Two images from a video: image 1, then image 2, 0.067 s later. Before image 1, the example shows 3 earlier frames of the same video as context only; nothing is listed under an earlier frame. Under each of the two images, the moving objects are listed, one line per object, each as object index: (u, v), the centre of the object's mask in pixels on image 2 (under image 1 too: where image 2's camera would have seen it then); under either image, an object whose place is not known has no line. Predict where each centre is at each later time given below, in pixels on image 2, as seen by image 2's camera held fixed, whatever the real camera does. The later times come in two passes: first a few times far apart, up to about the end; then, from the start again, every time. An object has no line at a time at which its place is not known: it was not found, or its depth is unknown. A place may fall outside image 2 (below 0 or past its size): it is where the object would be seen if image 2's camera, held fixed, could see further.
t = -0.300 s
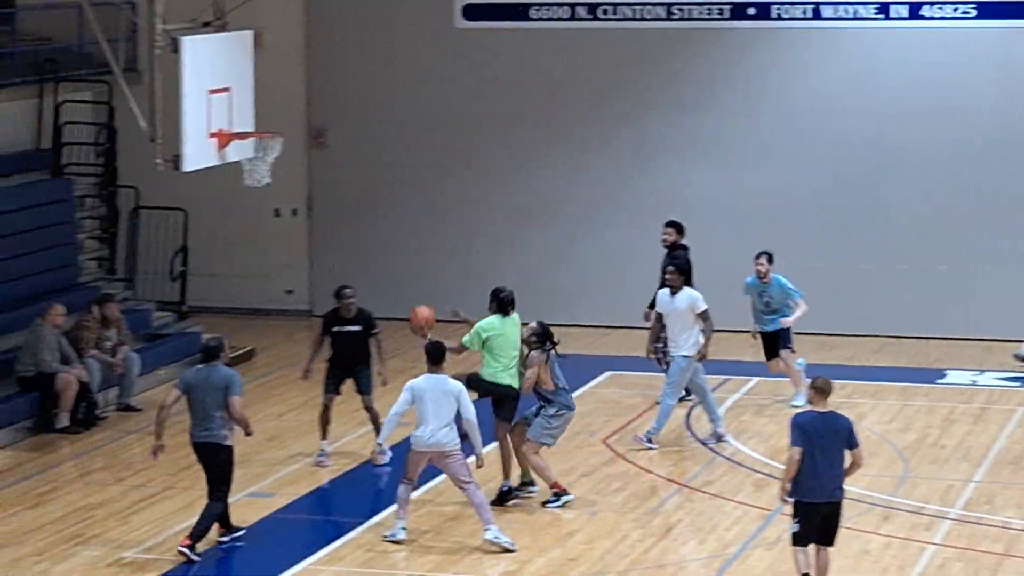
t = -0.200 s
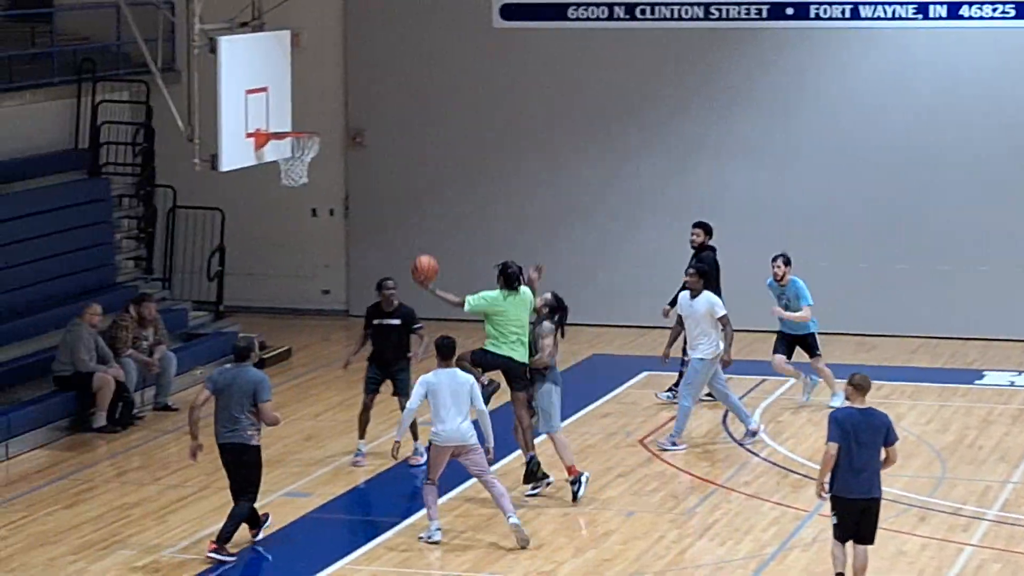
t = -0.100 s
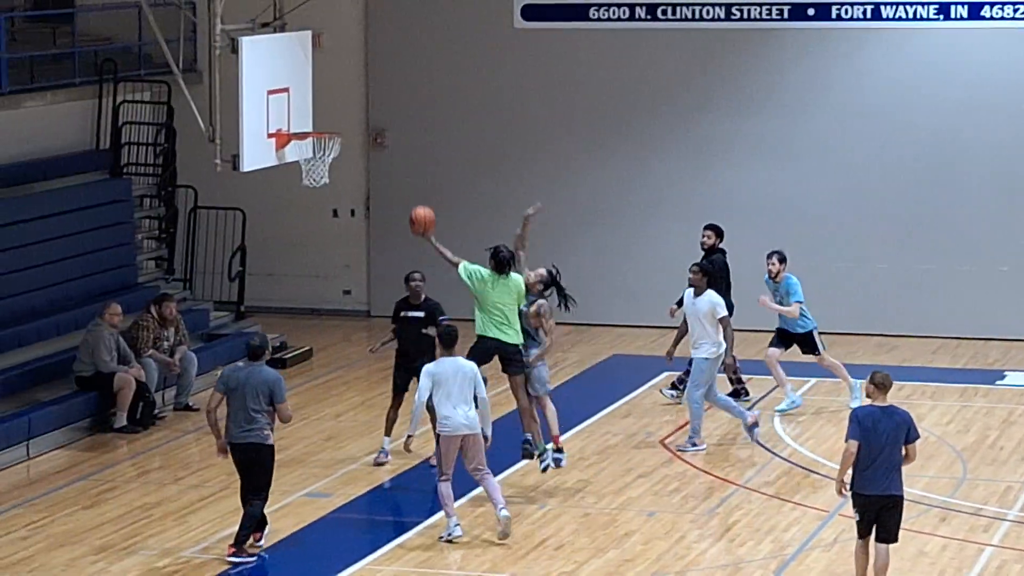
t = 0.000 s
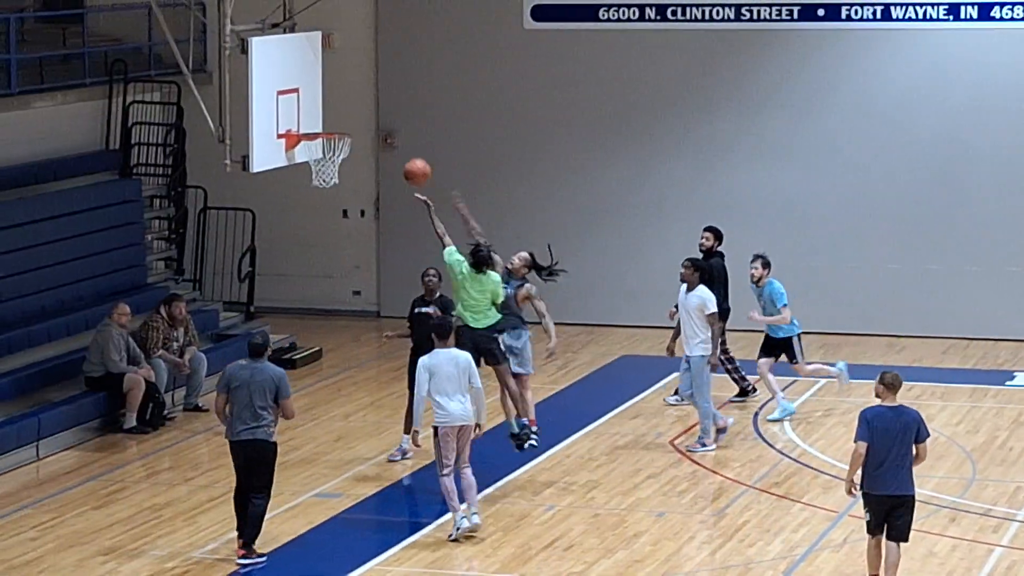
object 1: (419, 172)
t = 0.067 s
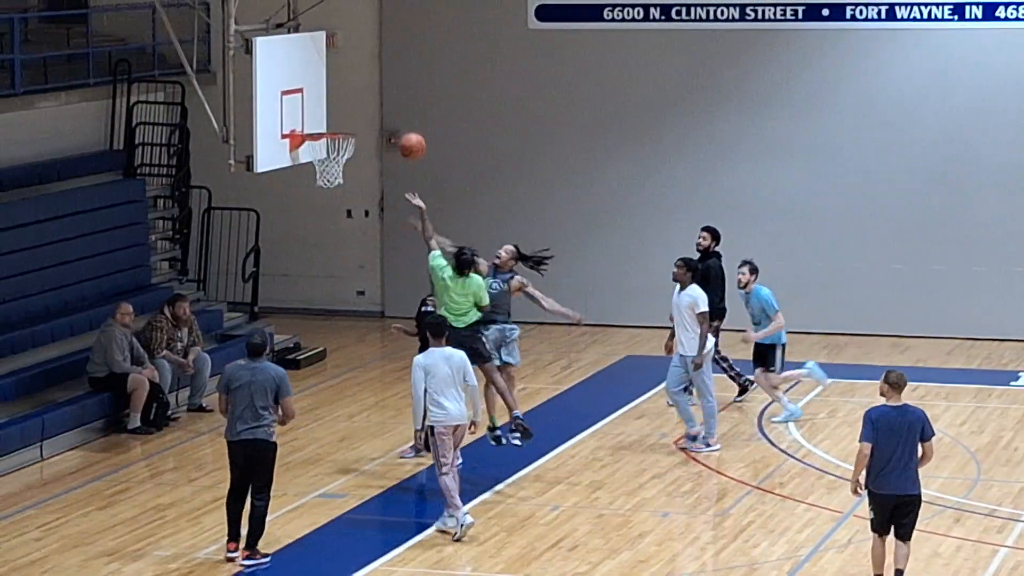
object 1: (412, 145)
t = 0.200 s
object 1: (397, 109)
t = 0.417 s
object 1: (373, 91)
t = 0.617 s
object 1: (344, 120)
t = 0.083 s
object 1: (410, 140)
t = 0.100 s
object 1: (409, 134)
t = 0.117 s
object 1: (406, 130)
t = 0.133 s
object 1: (404, 125)
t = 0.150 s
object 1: (403, 121)
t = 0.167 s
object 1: (401, 117)
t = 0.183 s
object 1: (399, 113)
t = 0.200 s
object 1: (397, 109)
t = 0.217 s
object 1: (396, 106)
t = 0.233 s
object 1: (394, 103)
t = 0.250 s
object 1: (392, 100)
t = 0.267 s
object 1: (390, 97)
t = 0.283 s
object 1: (388, 96)
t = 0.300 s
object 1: (386, 94)
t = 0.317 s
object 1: (385, 93)
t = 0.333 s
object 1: (383, 92)
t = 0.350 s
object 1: (380, 91)
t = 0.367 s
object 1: (379, 90)
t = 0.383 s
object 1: (376, 90)
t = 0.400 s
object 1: (375, 91)
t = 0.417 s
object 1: (373, 91)
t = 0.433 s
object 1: (372, 92)
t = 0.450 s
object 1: (370, 93)
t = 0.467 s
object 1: (367, 95)
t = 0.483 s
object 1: (366, 96)
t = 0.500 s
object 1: (365, 98)
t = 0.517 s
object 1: (362, 101)
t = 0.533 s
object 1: (357, 103)
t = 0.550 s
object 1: (355, 105)
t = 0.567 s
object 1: (350, 108)
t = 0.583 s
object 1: (348, 113)
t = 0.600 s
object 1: (347, 116)
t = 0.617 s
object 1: (344, 120)
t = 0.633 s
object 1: (341, 123)
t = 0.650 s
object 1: (340, 125)
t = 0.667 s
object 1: (337, 126)
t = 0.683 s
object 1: (333, 128)
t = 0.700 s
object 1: (331, 129)
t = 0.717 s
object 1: (327, 130)
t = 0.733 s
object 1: (326, 130)
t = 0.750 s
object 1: (329, 129)
